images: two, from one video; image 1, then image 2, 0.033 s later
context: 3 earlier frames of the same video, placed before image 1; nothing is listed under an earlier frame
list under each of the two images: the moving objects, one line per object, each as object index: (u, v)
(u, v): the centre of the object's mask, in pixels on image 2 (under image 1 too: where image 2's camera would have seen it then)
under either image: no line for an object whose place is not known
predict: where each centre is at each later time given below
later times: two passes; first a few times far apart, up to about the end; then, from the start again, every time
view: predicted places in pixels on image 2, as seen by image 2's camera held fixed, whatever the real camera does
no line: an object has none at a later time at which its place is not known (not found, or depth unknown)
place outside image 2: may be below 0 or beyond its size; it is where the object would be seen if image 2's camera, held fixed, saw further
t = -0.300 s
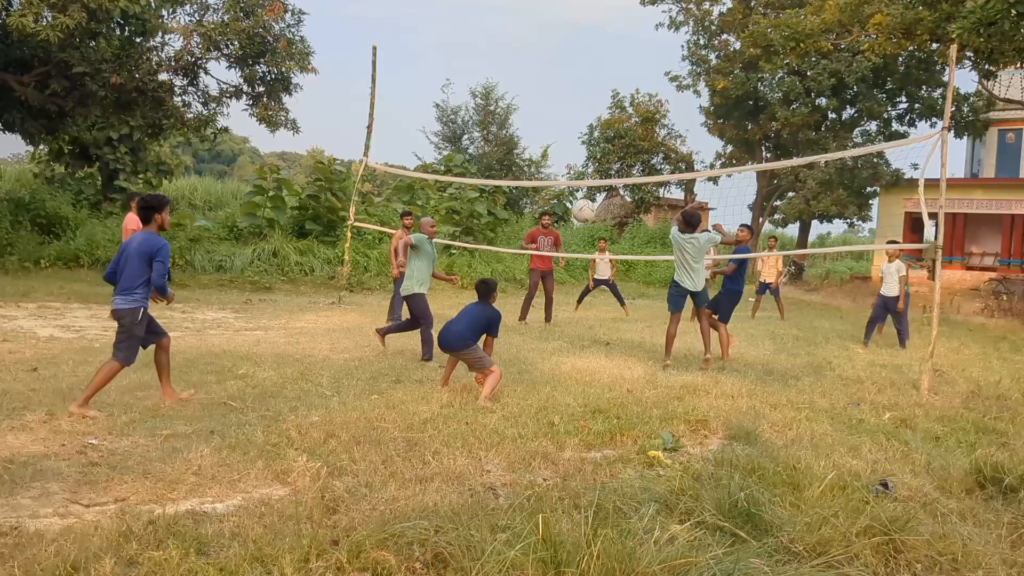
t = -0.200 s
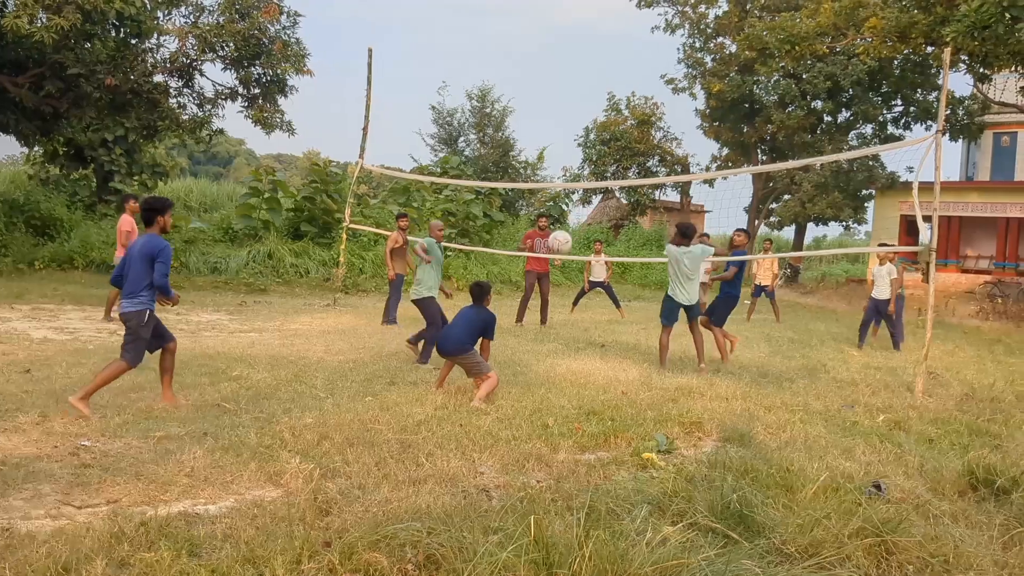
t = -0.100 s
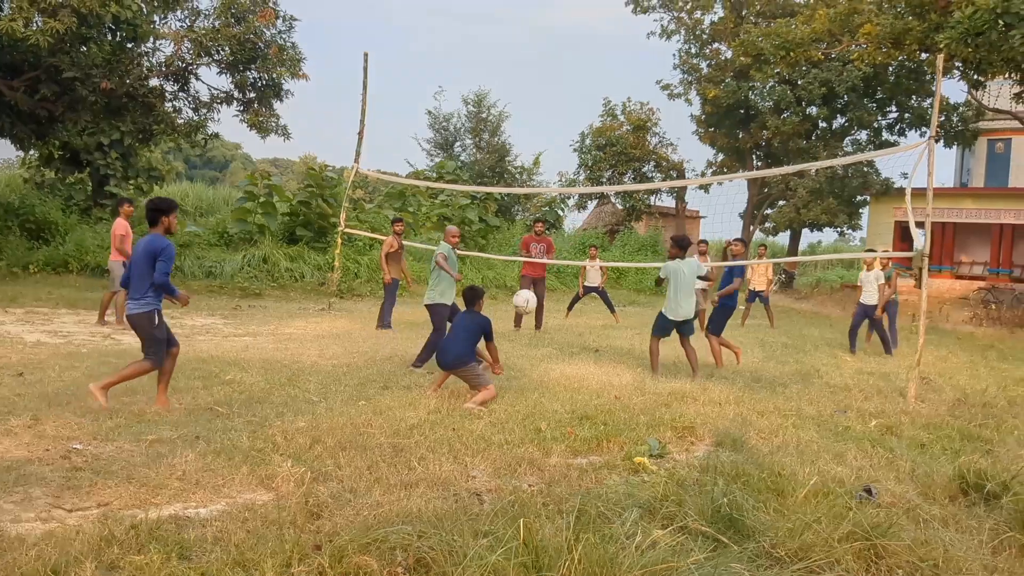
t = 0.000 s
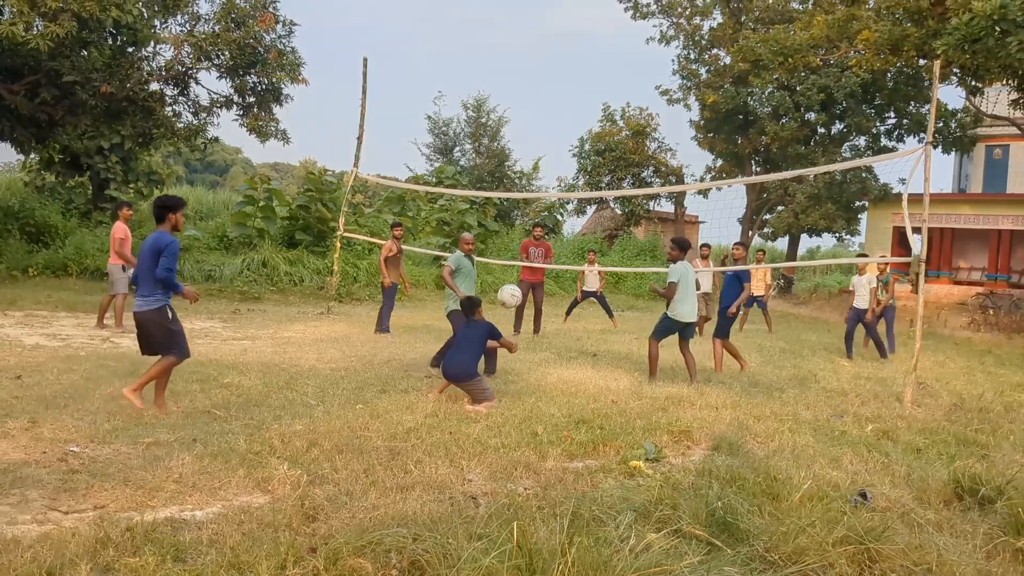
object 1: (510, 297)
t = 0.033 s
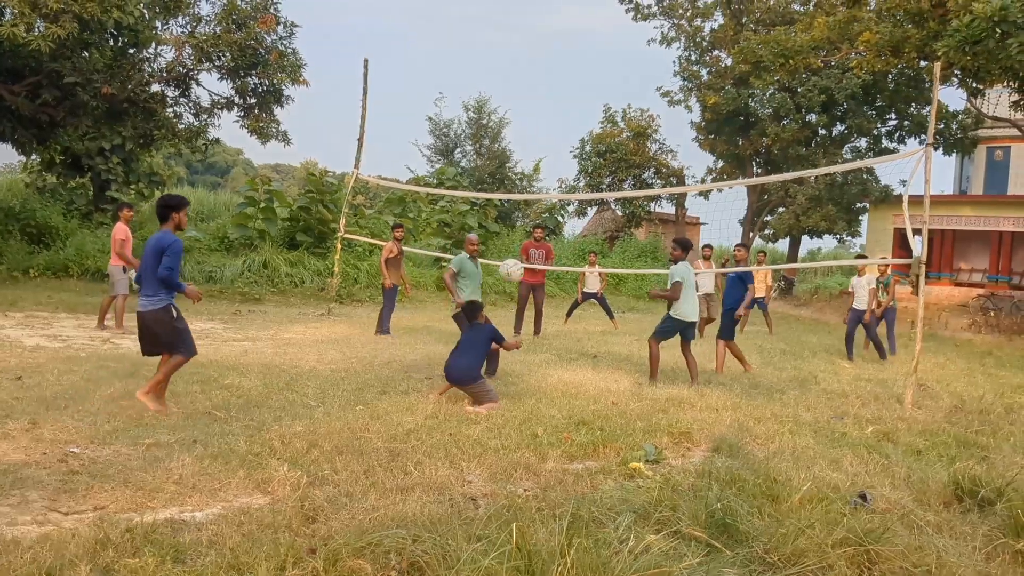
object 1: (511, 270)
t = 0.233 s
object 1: (517, 143)
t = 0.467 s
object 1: (521, 53)
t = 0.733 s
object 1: (520, 22)
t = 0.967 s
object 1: (516, 48)
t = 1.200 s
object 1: (506, 120)
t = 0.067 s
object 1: (513, 246)
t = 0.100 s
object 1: (514, 222)
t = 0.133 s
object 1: (515, 201)
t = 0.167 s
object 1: (515, 180)
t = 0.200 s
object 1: (516, 160)
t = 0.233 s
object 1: (517, 143)
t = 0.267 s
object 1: (518, 126)
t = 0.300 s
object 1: (519, 111)
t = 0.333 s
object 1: (520, 97)
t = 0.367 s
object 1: (520, 84)
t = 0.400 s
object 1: (521, 73)
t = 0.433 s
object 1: (521, 62)
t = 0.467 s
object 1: (521, 53)
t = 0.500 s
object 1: (521, 46)
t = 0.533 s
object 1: (521, 39)
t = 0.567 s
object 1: (521, 33)
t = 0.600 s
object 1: (521, 29)
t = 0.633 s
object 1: (521, 25)
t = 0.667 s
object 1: (521, 23)
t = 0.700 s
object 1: (521, 22)
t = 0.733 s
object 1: (520, 22)
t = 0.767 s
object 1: (520, 22)
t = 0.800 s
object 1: (519, 24)
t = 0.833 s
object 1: (519, 27)
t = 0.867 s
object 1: (518, 31)
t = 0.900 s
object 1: (517, 36)
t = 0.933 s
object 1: (517, 42)
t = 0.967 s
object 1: (516, 48)
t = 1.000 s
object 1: (515, 56)
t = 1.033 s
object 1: (513, 64)
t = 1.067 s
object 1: (512, 73)
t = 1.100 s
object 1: (511, 84)
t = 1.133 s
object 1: (510, 95)
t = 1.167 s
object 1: (508, 107)
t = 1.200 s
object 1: (506, 120)
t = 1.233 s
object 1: (505, 132)
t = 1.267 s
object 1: (504, 145)
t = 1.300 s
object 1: (503, 160)
